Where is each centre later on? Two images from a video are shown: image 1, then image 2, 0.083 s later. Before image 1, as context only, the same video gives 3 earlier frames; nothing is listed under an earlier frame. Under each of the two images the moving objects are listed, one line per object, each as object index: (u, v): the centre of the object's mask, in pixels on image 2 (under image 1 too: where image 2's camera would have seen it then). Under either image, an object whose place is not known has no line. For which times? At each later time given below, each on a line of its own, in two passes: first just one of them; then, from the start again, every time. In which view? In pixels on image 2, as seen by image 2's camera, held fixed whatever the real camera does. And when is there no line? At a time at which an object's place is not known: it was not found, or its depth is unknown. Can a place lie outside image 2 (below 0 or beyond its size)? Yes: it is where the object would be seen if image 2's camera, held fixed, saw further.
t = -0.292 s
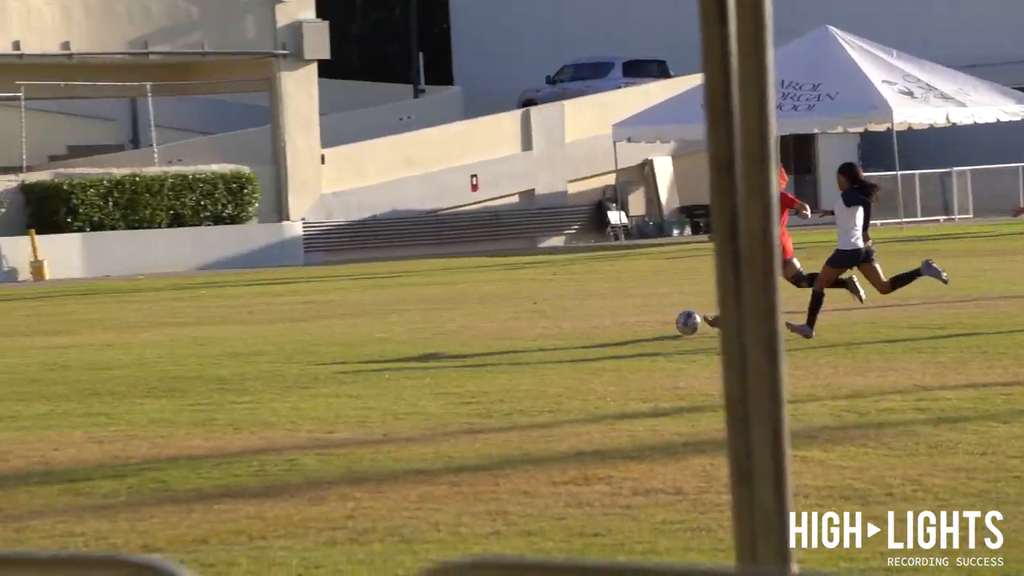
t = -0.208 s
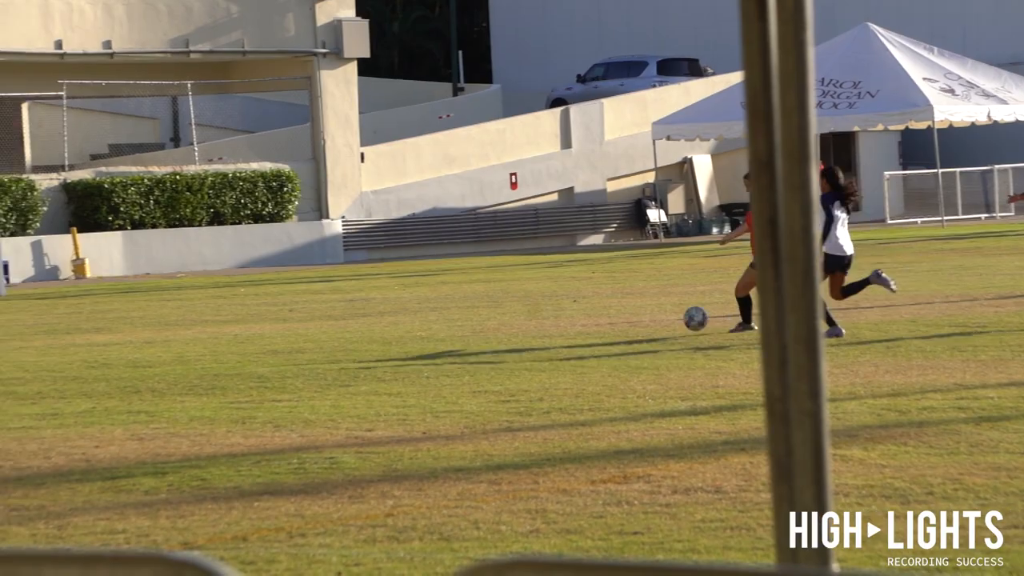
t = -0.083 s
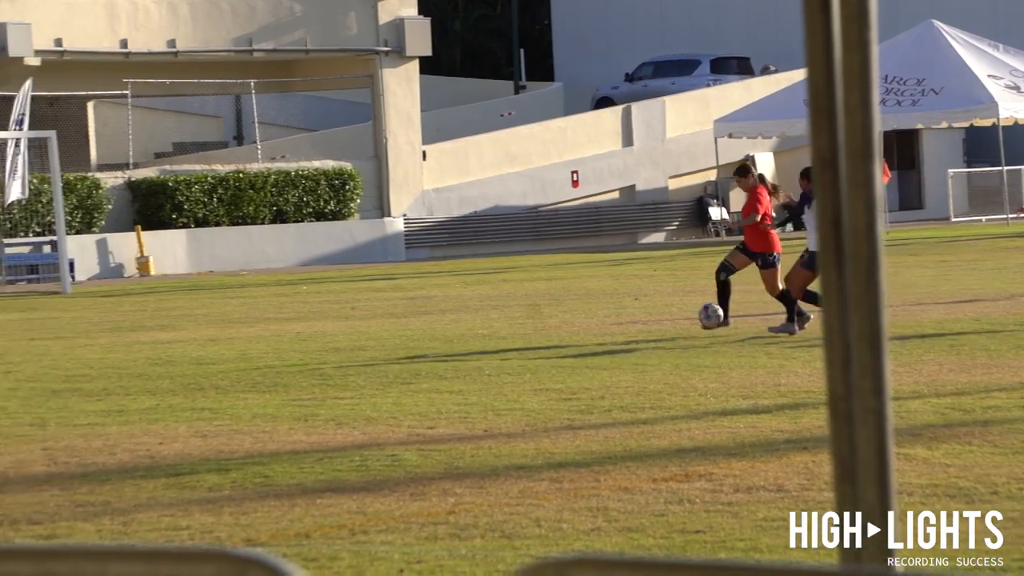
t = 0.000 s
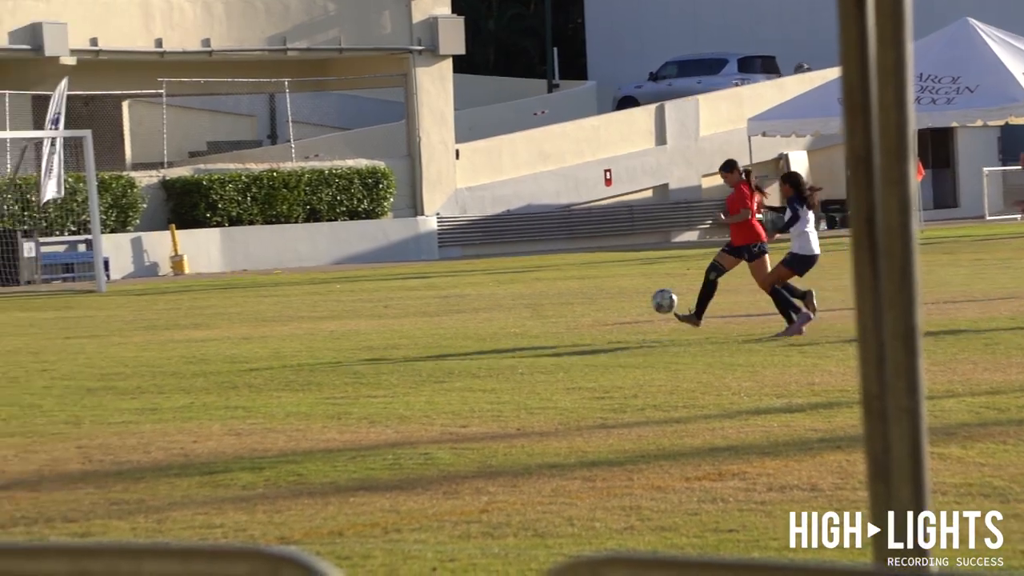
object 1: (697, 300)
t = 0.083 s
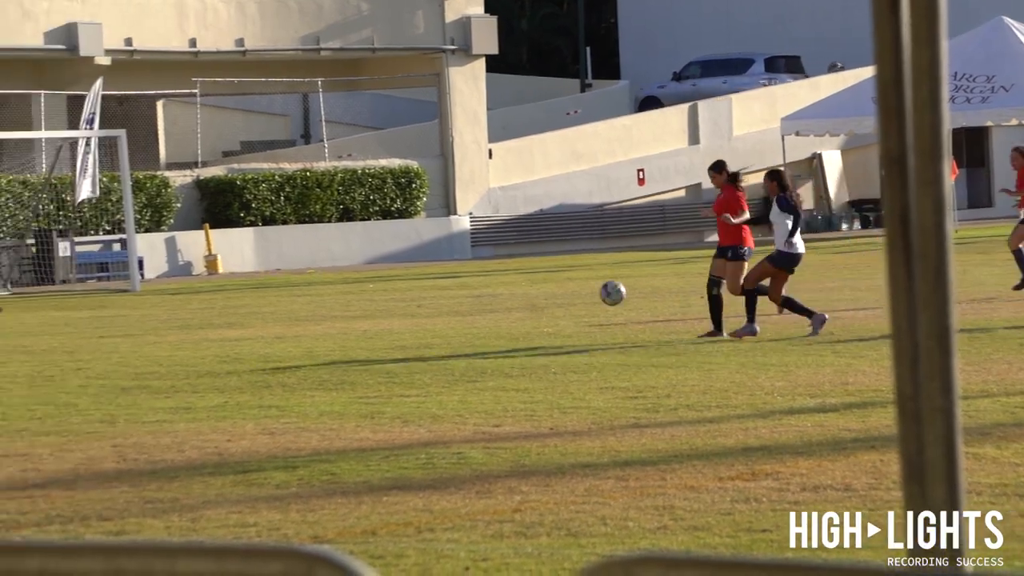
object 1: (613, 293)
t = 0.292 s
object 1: (398, 308)
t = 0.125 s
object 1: (570, 292)
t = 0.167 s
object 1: (527, 293)
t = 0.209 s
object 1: (484, 296)
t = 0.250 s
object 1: (442, 301)
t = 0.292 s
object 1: (398, 308)
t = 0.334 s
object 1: (354, 318)
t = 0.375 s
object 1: (310, 330)
